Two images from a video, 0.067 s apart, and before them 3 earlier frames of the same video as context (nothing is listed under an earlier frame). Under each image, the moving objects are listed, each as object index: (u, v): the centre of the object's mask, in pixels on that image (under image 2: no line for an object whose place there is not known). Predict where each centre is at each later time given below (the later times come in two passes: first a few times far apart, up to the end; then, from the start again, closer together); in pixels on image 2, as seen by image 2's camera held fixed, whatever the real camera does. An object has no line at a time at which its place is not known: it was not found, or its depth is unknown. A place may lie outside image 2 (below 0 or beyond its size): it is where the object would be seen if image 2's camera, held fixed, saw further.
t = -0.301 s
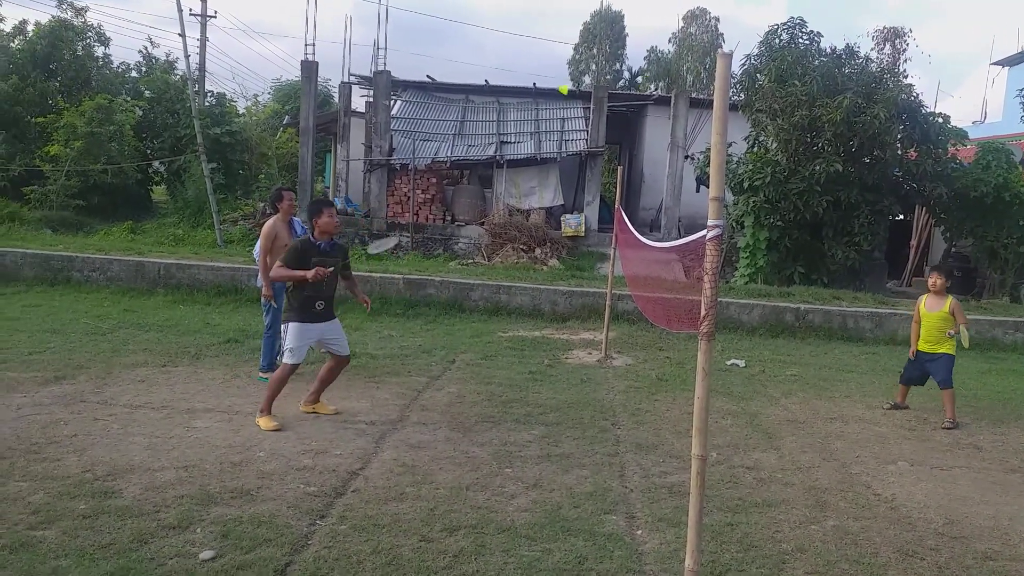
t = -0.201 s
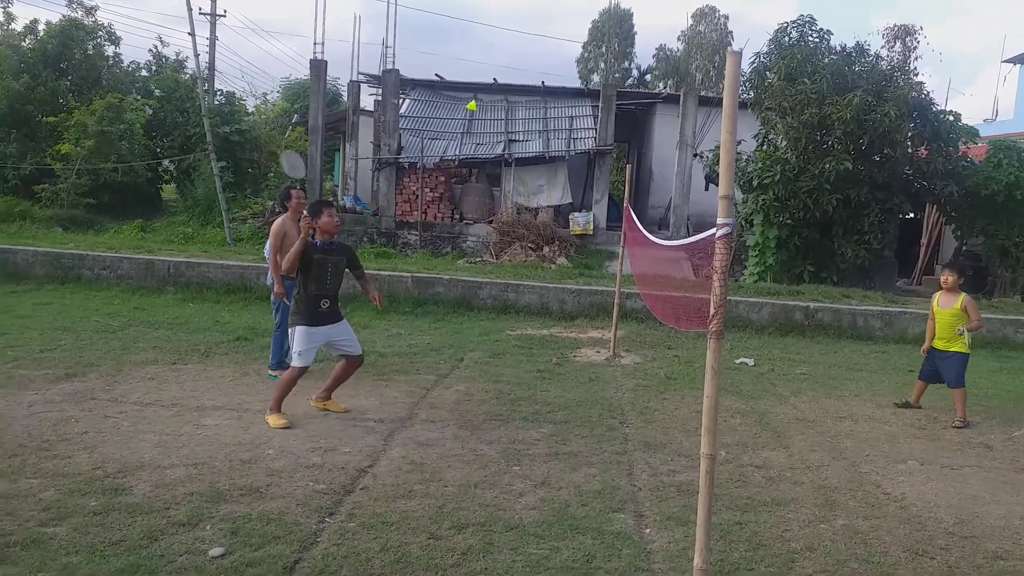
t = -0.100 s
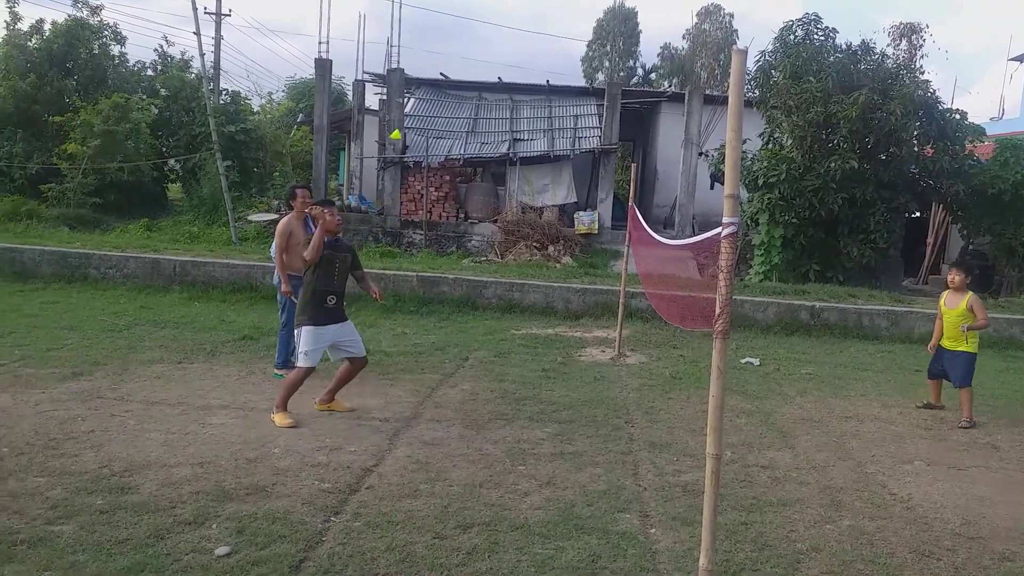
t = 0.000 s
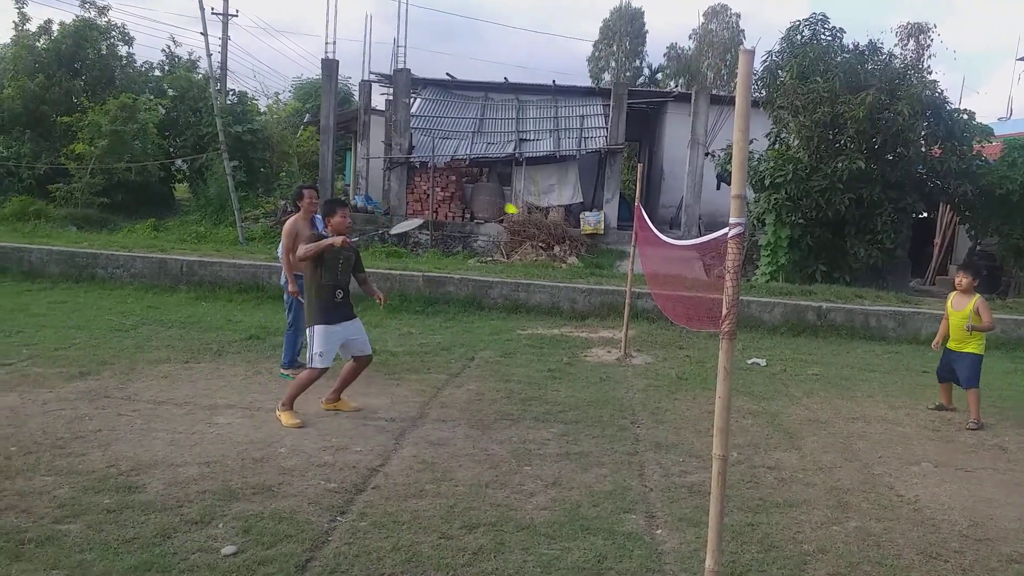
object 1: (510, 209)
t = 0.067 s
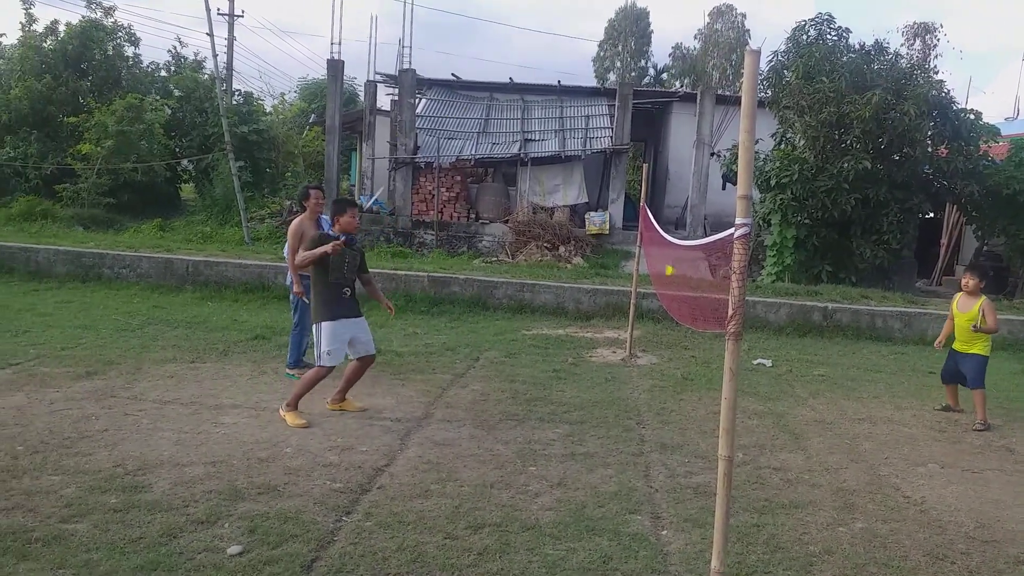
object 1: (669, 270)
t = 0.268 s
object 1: (675, 281)
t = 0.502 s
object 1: (645, 350)
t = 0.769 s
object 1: (637, 443)
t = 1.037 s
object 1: (648, 449)
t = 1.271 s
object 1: (652, 455)
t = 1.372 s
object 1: (653, 456)
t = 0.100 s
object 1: (690, 277)
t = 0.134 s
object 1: (687, 275)
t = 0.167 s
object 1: (685, 275)
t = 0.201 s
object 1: (682, 276)
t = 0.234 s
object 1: (680, 278)
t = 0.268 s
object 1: (675, 281)
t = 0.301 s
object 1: (671, 285)
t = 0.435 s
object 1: (652, 322)
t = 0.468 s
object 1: (648, 335)
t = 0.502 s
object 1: (645, 350)
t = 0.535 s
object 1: (642, 363)
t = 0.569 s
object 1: (640, 379)
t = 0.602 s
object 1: (639, 397)
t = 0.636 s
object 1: (637, 416)
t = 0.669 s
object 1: (634, 434)
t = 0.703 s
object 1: (632, 448)
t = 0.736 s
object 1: (635, 444)
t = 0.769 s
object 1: (637, 443)
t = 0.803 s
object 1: (638, 442)
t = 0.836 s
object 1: (637, 444)
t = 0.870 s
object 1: (637, 445)
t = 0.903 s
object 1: (636, 447)
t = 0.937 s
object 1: (637, 450)
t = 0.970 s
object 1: (641, 451)
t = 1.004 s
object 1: (645, 451)
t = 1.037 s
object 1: (648, 449)
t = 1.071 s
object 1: (651, 450)
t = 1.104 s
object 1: (652, 453)
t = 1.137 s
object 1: (653, 455)
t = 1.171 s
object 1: (652, 455)
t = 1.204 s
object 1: (652, 454)
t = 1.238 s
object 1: (651, 455)
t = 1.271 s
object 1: (652, 455)
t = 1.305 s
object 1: (653, 456)
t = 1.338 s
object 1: (653, 456)
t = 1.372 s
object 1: (653, 456)
